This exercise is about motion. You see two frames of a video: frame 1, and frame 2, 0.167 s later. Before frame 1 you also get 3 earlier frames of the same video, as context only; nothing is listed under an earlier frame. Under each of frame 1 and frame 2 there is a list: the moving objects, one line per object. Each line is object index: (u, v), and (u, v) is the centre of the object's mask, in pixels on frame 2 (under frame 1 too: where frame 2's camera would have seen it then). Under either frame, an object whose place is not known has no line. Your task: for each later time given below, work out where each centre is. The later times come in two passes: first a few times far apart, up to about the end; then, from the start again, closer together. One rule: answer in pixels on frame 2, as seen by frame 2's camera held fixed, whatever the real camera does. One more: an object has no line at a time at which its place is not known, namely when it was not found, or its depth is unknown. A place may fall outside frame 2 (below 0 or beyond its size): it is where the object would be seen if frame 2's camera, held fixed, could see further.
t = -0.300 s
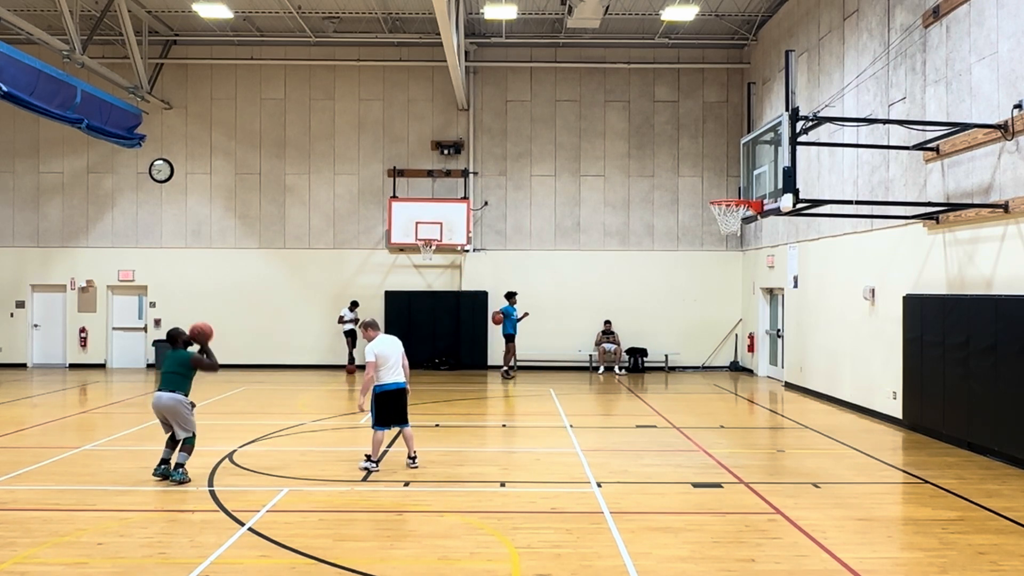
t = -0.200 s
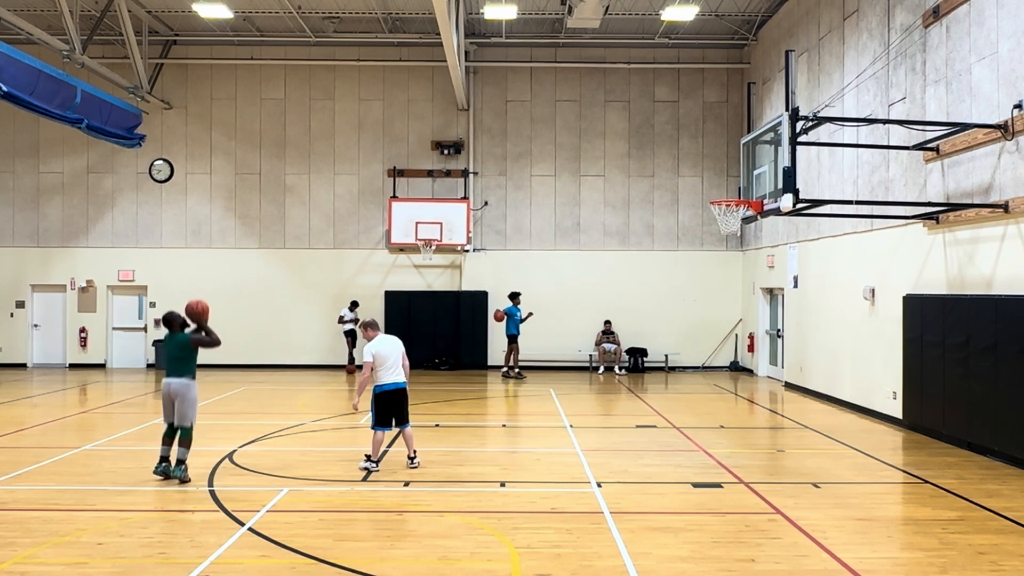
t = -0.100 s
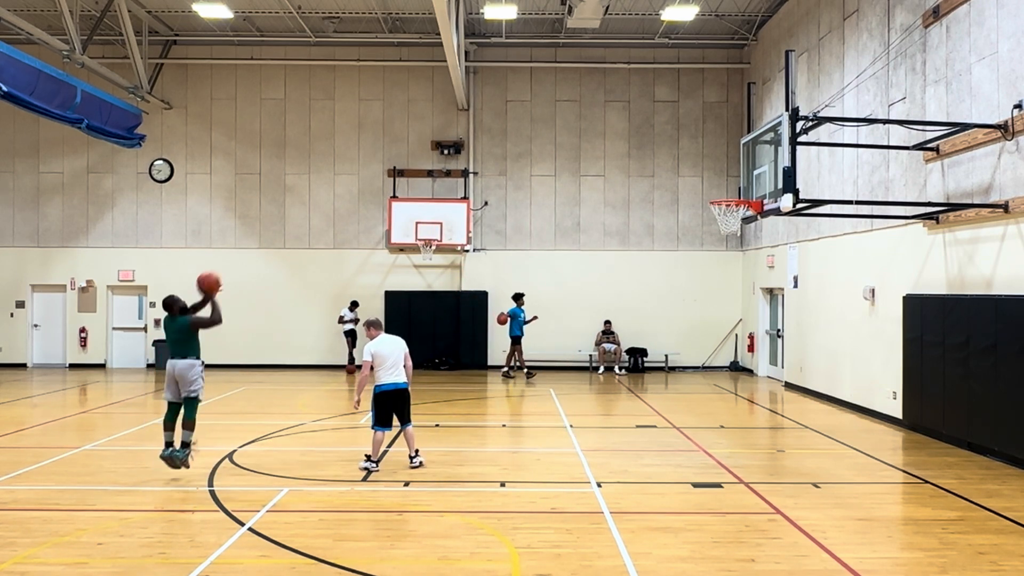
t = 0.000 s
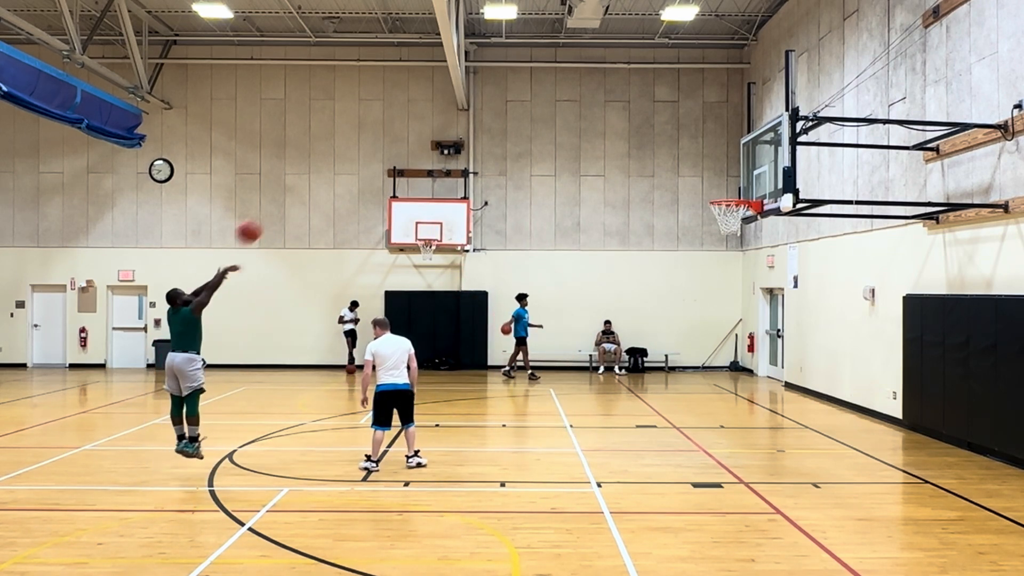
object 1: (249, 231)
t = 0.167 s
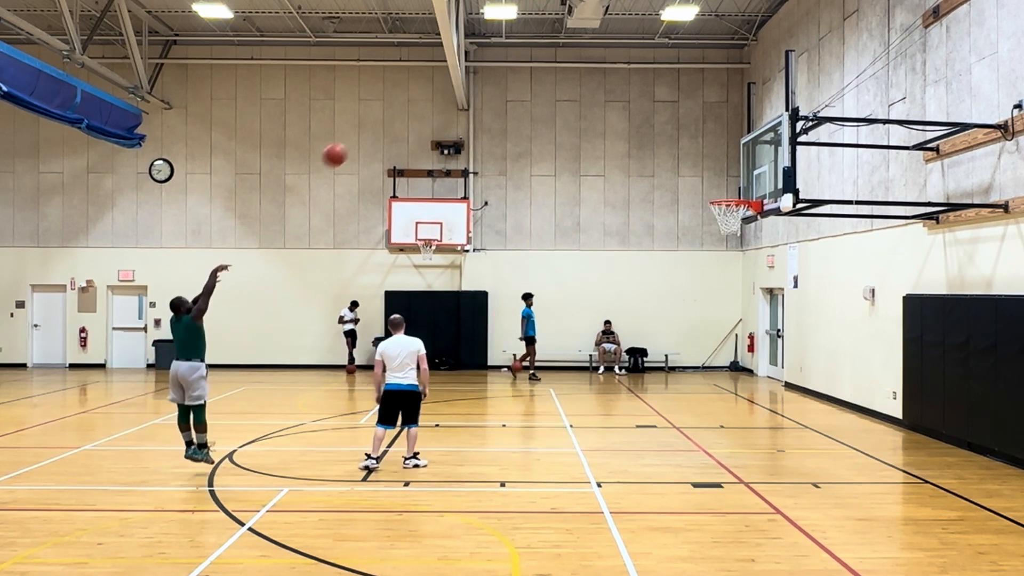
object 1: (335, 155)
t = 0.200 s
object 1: (351, 144)
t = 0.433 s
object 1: (460, 92)
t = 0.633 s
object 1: (544, 88)
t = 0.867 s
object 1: (635, 122)
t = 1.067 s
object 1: (707, 183)
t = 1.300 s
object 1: (742, 216)
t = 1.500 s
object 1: (729, 234)
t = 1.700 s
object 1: (717, 270)
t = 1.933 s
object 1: (703, 351)
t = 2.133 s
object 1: (692, 435)
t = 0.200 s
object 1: (351, 144)
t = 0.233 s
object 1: (367, 133)
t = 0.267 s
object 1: (383, 124)
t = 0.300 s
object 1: (399, 115)
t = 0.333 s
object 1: (414, 108)
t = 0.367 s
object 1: (430, 101)
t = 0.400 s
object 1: (444, 96)
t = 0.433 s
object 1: (460, 92)
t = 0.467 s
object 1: (474, 89)
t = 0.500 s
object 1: (488, 87)
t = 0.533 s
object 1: (503, 86)
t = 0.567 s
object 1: (517, 85)
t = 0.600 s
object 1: (531, 86)
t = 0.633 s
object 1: (544, 88)
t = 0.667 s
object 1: (558, 90)
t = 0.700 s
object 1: (571, 93)
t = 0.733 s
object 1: (584, 97)
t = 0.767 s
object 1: (597, 102)
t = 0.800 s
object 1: (610, 108)
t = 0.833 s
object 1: (623, 115)
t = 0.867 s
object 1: (635, 122)
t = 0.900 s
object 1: (647, 130)
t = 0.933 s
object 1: (660, 139)
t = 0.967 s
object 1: (672, 149)
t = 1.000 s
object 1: (684, 159)
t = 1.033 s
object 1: (696, 171)
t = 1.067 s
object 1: (707, 183)
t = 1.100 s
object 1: (718, 194)
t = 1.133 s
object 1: (726, 209)
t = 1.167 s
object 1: (738, 215)
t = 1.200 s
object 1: (741, 216)
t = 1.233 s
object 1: (743, 216)
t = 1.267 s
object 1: (742, 215)
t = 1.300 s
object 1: (742, 216)
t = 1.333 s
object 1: (740, 219)
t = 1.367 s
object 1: (738, 222)
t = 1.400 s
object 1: (736, 224)
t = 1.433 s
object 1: (734, 228)
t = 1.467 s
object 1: (732, 233)
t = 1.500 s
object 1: (729, 234)
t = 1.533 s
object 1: (727, 237)
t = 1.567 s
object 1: (725, 242)
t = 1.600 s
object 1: (723, 248)
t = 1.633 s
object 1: (721, 254)
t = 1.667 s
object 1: (719, 262)
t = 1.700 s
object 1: (717, 270)
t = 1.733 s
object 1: (715, 279)
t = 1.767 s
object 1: (713, 289)
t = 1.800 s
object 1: (711, 300)
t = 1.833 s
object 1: (709, 311)
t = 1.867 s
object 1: (706, 324)
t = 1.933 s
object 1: (703, 351)
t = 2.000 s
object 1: (699, 382)
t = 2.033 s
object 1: (697, 399)
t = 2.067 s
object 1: (695, 416)
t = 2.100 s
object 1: (693, 434)
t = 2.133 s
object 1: (692, 435)
